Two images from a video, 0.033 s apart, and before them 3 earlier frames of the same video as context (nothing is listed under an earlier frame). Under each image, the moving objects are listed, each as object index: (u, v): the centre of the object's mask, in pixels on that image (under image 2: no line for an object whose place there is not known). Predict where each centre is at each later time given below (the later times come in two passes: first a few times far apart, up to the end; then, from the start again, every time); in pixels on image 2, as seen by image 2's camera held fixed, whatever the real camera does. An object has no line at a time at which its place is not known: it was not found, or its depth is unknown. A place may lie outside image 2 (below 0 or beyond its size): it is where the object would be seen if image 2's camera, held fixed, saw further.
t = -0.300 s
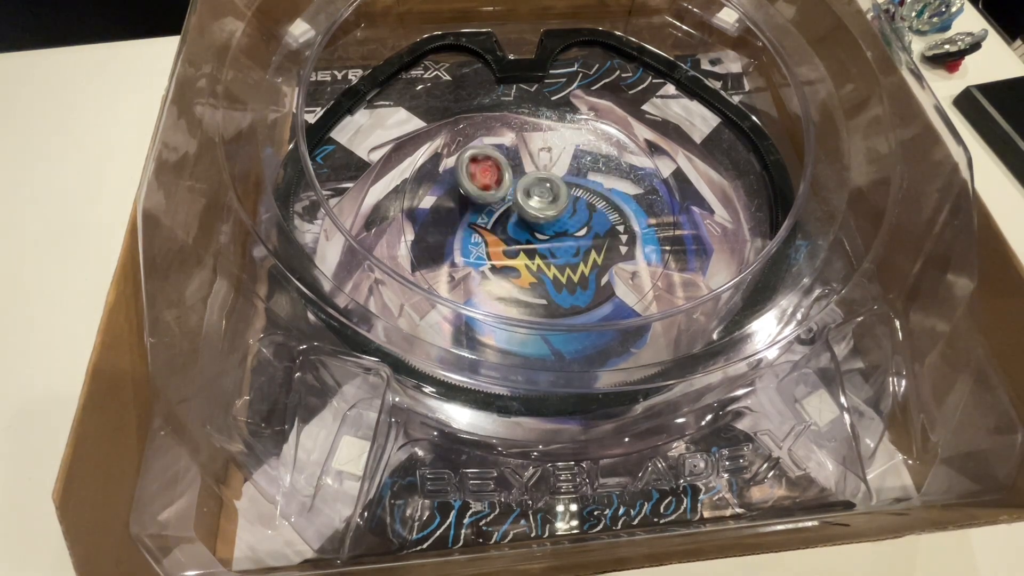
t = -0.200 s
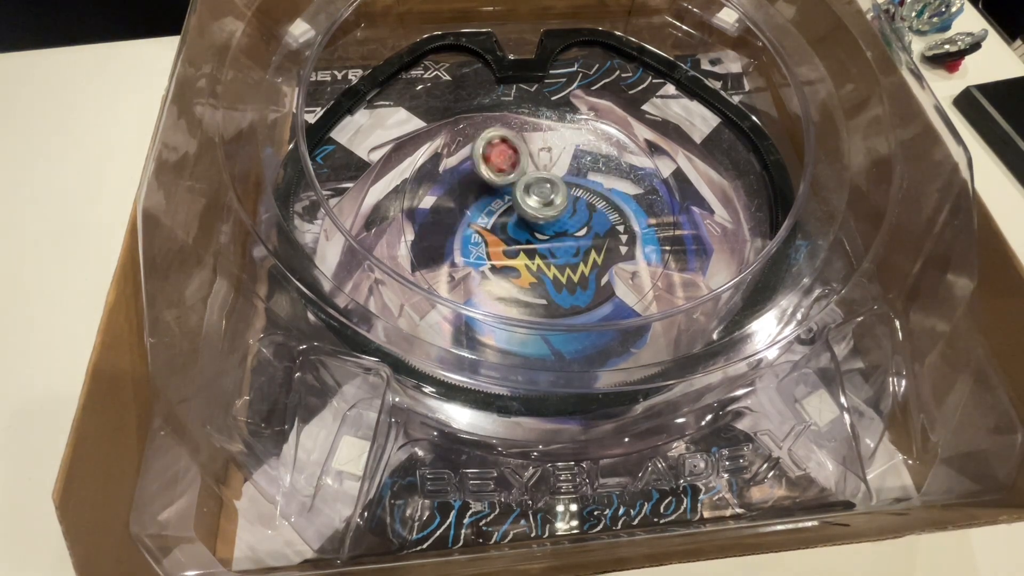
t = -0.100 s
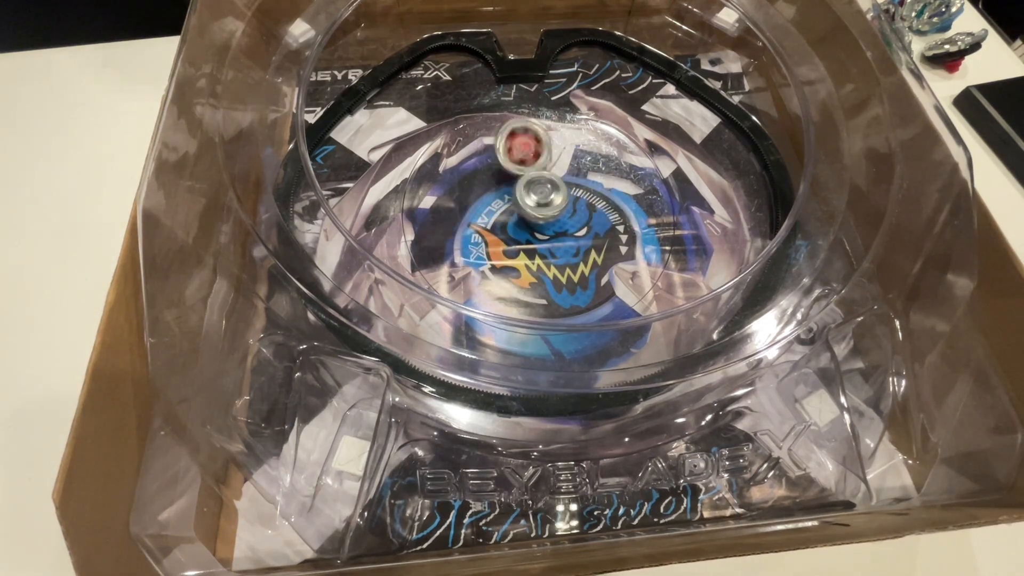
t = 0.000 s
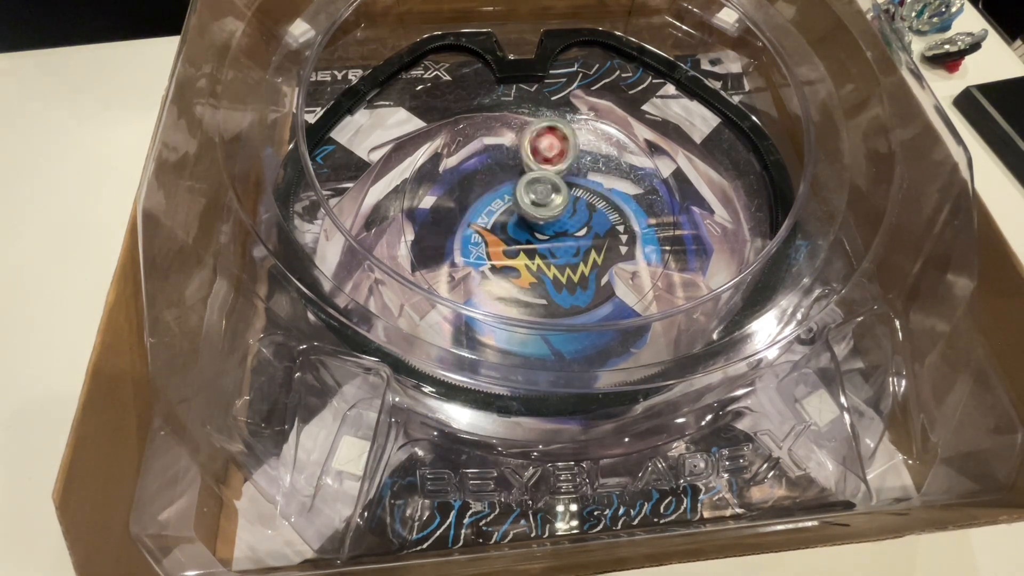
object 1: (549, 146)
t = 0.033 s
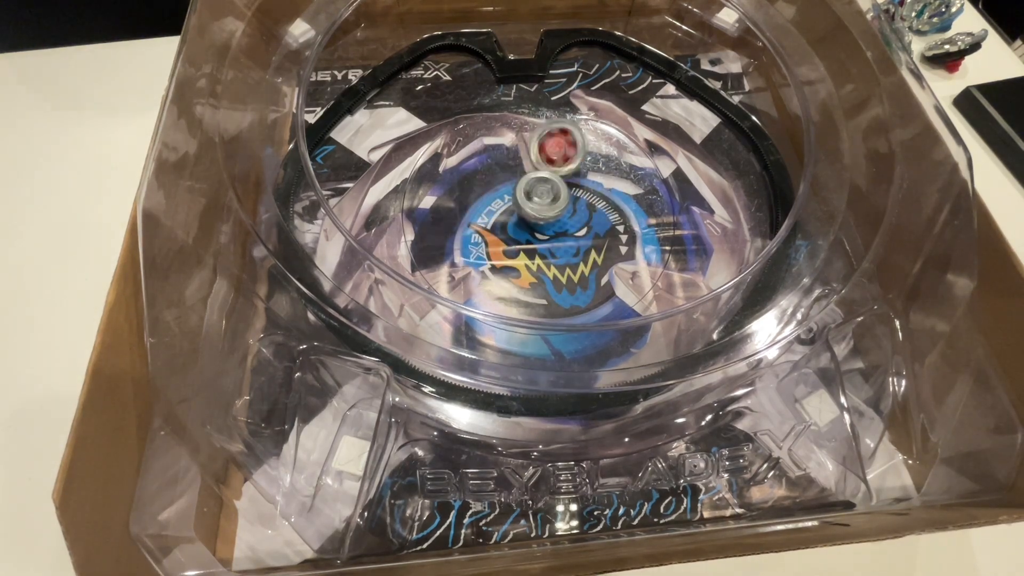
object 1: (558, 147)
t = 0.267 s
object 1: (601, 184)
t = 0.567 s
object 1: (576, 244)
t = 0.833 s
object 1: (506, 238)
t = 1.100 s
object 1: (473, 180)
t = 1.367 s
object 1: (529, 158)
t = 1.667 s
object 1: (593, 141)
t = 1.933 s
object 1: (530, 178)
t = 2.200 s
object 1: (482, 157)
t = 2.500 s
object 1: (512, 149)
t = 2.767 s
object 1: (521, 79)
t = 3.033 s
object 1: (530, 130)
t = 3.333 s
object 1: (515, 178)
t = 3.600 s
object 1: (485, 165)
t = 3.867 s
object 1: (525, 171)
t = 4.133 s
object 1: (500, 189)
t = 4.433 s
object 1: (495, 198)
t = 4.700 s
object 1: (487, 188)
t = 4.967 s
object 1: (491, 184)
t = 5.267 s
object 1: (482, 195)
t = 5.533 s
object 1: (486, 194)
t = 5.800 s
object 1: (490, 192)
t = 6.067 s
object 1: (491, 191)
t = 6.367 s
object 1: (482, 176)
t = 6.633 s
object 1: (510, 173)
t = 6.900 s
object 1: (515, 167)
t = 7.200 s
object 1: (517, 170)
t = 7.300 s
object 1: (529, 169)
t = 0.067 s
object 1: (565, 149)
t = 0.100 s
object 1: (573, 153)
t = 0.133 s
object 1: (581, 158)
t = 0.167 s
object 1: (586, 164)
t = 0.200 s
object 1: (593, 170)
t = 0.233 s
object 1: (598, 177)
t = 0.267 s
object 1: (601, 184)
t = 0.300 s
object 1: (603, 192)
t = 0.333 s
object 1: (605, 200)
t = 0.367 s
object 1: (605, 207)
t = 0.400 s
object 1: (603, 214)
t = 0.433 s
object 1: (600, 222)
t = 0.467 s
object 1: (596, 229)
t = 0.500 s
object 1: (591, 234)
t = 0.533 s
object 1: (583, 240)
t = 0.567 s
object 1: (576, 244)
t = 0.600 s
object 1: (568, 247)
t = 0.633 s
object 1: (559, 250)
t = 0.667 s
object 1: (550, 250)
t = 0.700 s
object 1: (540, 250)
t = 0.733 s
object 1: (531, 248)
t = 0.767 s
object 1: (521, 246)
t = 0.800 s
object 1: (513, 242)
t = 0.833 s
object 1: (506, 238)
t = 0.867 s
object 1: (498, 232)
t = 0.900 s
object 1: (493, 225)
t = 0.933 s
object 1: (489, 218)
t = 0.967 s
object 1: (486, 210)
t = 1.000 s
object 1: (484, 203)
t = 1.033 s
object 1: (479, 195)
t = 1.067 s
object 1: (474, 188)
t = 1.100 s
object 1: (473, 180)
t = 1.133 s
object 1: (477, 174)
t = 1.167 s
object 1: (483, 169)
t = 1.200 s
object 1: (490, 165)
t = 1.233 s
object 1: (497, 161)
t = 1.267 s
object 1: (504, 159)
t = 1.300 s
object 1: (513, 157)
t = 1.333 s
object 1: (521, 159)
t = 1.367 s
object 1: (529, 158)
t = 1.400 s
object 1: (538, 156)
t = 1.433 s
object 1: (553, 142)
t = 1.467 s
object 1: (569, 130)
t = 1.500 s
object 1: (580, 131)
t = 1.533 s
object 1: (587, 127)
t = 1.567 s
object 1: (591, 126)
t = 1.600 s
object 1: (594, 128)
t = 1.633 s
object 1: (595, 133)
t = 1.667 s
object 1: (593, 141)
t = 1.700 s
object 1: (589, 146)
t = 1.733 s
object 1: (584, 152)
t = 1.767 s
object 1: (579, 158)
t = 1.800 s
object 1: (571, 165)
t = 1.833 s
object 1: (561, 170)
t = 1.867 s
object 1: (552, 175)
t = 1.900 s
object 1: (543, 177)
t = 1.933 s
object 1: (530, 178)
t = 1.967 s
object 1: (518, 180)
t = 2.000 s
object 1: (509, 178)
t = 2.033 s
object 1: (501, 176)
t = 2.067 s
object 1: (493, 171)
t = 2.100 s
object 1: (487, 167)
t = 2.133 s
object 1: (485, 165)
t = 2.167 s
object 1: (483, 161)
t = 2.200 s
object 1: (482, 157)
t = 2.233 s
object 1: (483, 153)
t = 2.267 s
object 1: (484, 149)
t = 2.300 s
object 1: (486, 146)
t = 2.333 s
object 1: (490, 143)
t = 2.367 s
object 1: (494, 142)
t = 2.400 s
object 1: (498, 142)
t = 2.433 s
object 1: (503, 143)
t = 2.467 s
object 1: (507, 146)
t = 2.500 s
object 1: (512, 149)
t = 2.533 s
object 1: (515, 152)
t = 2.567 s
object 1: (518, 157)
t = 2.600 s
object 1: (522, 161)
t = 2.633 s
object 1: (519, 142)
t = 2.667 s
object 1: (521, 114)
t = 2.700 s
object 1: (520, 100)
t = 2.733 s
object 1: (521, 91)
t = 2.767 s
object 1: (521, 79)
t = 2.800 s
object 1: (522, 76)
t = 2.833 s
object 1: (525, 77)
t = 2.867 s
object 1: (527, 85)
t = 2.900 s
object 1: (528, 94)
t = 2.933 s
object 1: (529, 103)
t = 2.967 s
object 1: (529, 113)
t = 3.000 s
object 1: (530, 121)
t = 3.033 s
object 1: (530, 130)
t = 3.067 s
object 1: (529, 139)
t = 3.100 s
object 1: (528, 147)
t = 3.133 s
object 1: (526, 155)
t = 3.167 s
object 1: (525, 161)
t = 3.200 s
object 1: (523, 165)
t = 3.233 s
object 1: (522, 169)
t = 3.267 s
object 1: (519, 173)
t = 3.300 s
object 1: (517, 176)
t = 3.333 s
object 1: (515, 178)
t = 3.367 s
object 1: (513, 180)
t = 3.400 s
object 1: (510, 180)
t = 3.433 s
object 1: (497, 177)
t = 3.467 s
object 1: (487, 173)
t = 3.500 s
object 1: (481, 173)
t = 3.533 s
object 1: (482, 168)
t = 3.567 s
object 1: (482, 166)
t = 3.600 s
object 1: (485, 165)
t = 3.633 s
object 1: (489, 162)
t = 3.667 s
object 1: (492, 166)
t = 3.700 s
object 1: (498, 166)
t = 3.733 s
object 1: (503, 169)
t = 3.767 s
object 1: (507, 172)
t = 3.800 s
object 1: (513, 172)
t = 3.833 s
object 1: (518, 173)
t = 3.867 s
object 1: (525, 171)
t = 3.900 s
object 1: (534, 178)
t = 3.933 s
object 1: (524, 180)
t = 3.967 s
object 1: (514, 183)
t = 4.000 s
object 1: (508, 183)
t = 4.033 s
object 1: (503, 185)
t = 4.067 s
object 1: (501, 186)
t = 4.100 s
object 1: (499, 188)
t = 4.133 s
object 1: (500, 189)
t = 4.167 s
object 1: (500, 191)
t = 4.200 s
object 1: (499, 194)
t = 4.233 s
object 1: (500, 194)
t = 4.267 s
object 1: (502, 195)
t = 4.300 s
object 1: (502, 197)
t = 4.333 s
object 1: (502, 197)
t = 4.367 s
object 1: (499, 198)
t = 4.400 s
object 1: (496, 198)
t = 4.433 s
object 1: (495, 198)
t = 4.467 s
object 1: (496, 199)
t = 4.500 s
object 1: (490, 198)
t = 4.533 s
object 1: (482, 195)
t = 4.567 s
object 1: (478, 192)
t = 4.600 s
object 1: (477, 190)
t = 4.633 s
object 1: (480, 190)
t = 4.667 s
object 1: (484, 190)
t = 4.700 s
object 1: (487, 188)
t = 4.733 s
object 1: (490, 187)
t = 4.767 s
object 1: (490, 186)
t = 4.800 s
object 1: (491, 185)
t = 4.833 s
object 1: (491, 184)
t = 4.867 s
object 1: (491, 184)
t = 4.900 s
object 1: (491, 184)
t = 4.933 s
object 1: (491, 184)
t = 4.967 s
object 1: (491, 184)
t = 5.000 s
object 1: (490, 185)
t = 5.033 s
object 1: (490, 186)
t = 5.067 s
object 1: (489, 187)
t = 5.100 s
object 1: (488, 190)
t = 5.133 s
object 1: (486, 193)
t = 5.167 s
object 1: (484, 195)
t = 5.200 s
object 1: (482, 196)
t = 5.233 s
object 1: (481, 196)
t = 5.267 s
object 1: (482, 195)
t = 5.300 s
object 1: (483, 195)
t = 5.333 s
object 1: (486, 194)
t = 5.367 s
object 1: (489, 191)
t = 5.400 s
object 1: (490, 190)
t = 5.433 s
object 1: (489, 191)
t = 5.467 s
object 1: (488, 193)
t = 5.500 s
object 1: (487, 194)
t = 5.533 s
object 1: (486, 194)
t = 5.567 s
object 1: (486, 194)
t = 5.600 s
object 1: (487, 194)
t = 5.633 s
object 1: (488, 193)
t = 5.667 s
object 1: (490, 192)
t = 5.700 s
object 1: (490, 191)
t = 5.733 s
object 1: (490, 192)
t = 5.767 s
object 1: (490, 192)
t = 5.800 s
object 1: (490, 192)
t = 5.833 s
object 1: (490, 191)
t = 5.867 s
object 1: (491, 191)
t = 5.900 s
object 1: (490, 191)
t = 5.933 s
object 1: (491, 191)
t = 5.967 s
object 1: (491, 191)
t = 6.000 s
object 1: (491, 191)
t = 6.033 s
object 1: (491, 191)
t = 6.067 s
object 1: (491, 191)
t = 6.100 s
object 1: (491, 191)
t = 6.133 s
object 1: (491, 191)
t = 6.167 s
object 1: (491, 191)
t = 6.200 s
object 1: (487, 187)
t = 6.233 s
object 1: (480, 179)
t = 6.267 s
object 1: (480, 179)
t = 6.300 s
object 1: (478, 178)
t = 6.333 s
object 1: (479, 175)
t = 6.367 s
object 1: (482, 176)
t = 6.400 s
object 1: (486, 176)
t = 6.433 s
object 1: (489, 176)
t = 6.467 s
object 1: (493, 175)
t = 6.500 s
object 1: (500, 176)
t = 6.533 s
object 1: (505, 181)
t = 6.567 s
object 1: (509, 183)
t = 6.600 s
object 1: (509, 184)
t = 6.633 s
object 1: (510, 173)
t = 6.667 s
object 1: (509, 166)
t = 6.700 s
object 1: (511, 163)
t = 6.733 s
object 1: (514, 162)
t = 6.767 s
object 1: (517, 163)
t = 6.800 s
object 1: (518, 165)
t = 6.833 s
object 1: (517, 166)
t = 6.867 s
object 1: (516, 167)
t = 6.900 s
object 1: (515, 167)
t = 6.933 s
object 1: (514, 169)
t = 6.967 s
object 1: (513, 170)
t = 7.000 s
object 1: (511, 173)
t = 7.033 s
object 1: (510, 174)
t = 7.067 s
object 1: (509, 175)
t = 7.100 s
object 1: (510, 176)
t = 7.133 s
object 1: (510, 175)
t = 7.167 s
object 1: (511, 174)
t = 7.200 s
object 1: (517, 170)
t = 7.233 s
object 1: (521, 165)
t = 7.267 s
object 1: (522, 169)
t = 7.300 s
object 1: (529, 169)
